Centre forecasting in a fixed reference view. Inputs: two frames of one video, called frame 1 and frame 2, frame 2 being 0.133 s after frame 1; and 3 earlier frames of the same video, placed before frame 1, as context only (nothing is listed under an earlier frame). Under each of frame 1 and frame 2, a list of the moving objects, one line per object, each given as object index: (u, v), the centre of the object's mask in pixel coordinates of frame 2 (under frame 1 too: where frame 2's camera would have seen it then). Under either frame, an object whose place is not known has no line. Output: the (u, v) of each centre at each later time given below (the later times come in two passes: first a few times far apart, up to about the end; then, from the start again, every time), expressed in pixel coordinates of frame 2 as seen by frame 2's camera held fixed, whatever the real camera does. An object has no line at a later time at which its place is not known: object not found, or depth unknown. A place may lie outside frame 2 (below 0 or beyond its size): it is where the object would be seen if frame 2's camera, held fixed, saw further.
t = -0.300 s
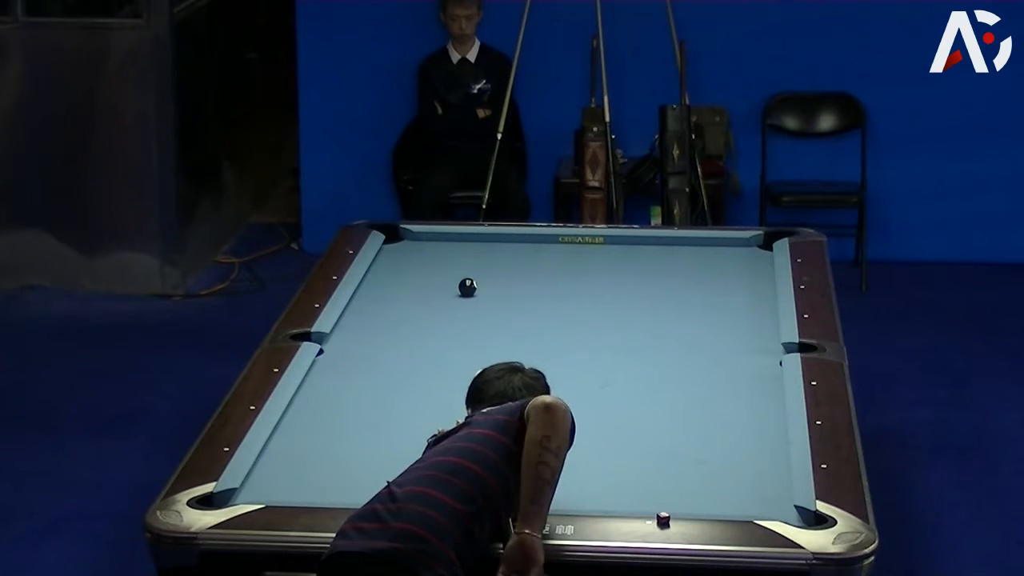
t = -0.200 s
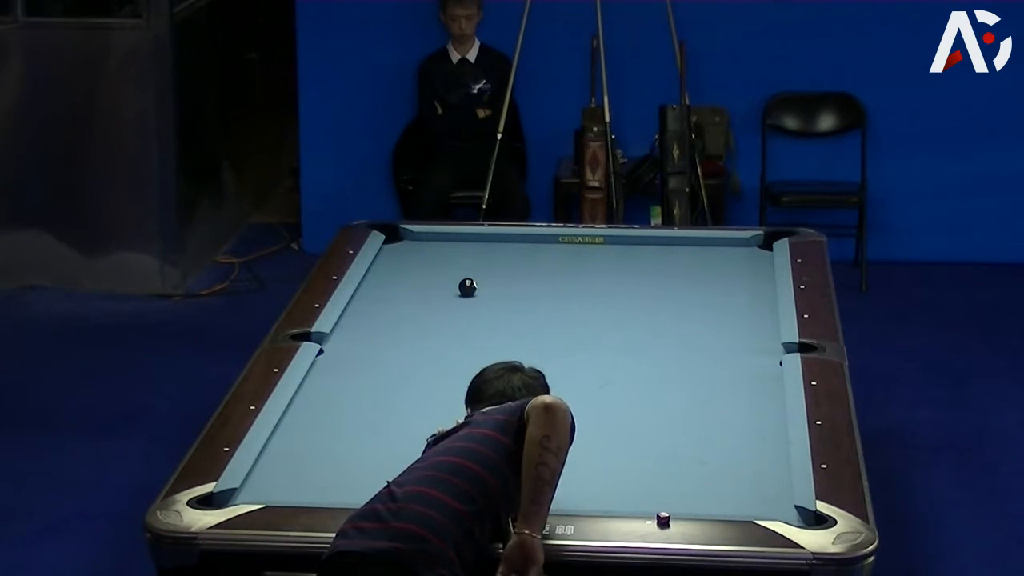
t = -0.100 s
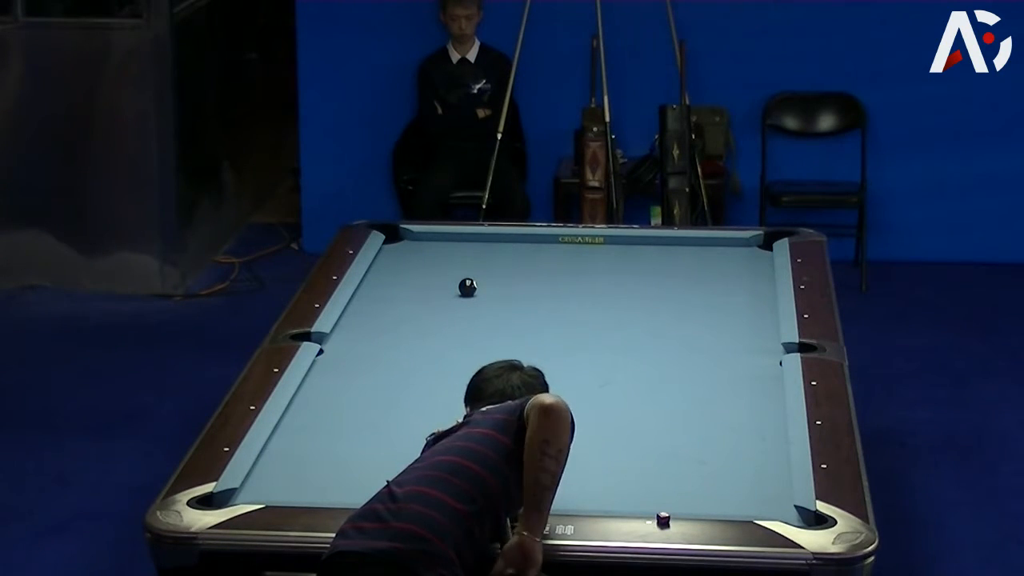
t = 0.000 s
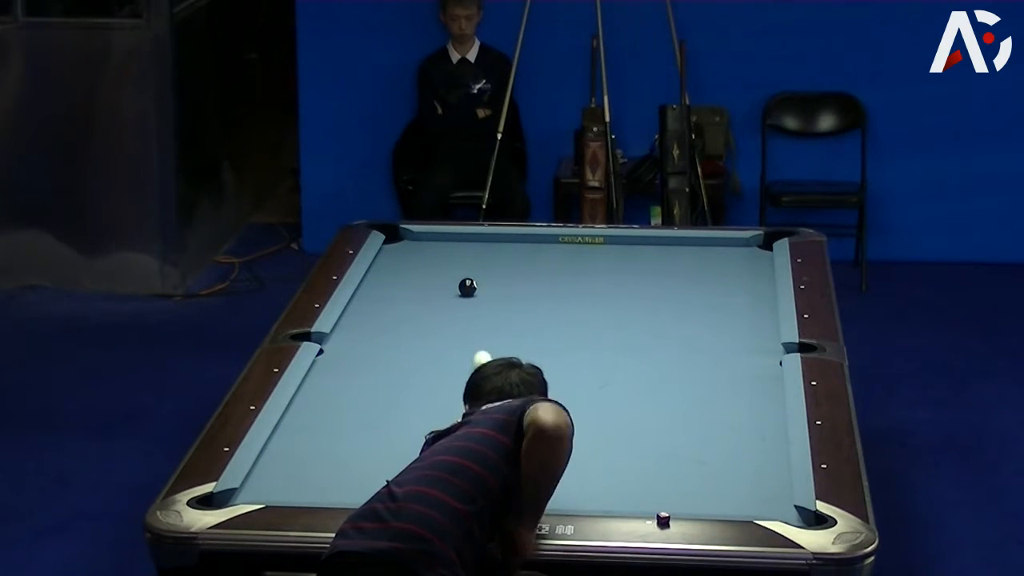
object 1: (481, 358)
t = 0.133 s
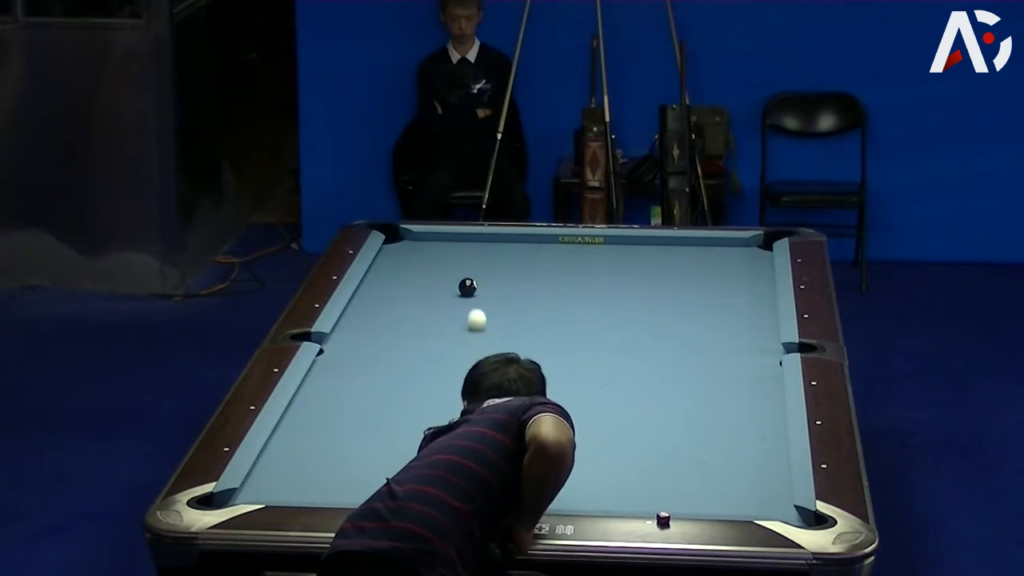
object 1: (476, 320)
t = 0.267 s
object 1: (481, 290)
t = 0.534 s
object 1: (535, 277)
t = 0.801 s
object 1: (576, 256)
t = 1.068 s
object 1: (612, 241)
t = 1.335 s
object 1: (638, 253)
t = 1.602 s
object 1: (663, 265)
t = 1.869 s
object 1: (689, 277)
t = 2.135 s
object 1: (715, 289)
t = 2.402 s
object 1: (741, 300)
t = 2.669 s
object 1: (767, 312)
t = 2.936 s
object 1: (755, 320)
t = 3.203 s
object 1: (743, 327)
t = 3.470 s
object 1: (730, 335)
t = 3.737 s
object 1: (719, 342)
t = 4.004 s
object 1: (707, 349)
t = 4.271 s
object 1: (696, 355)
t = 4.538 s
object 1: (686, 361)
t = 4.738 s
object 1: (679, 365)
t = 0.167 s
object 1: (475, 311)
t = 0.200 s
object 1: (474, 301)
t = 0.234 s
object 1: (473, 292)
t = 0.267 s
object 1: (481, 290)
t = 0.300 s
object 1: (489, 290)
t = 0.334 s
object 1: (496, 288)
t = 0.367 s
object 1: (503, 287)
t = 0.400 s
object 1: (510, 285)
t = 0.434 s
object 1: (517, 283)
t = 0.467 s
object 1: (523, 281)
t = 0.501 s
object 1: (529, 279)
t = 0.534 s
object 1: (535, 277)
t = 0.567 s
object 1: (541, 274)
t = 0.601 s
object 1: (546, 272)
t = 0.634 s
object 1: (551, 269)
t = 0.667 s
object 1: (556, 266)
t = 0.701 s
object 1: (561, 264)
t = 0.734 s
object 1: (566, 261)
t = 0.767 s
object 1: (571, 259)
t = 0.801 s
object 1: (576, 256)
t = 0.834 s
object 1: (581, 253)
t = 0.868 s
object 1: (586, 251)
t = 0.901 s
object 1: (591, 248)
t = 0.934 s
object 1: (596, 246)
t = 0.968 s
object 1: (600, 244)
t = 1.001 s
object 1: (605, 242)
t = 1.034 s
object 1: (609, 240)
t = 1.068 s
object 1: (612, 241)
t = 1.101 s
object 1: (615, 243)
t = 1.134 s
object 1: (619, 245)
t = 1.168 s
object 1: (622, 246)
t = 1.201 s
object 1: (625, 247)
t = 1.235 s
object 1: (628, 249)
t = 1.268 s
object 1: (631, 250)
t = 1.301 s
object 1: (634, 252)
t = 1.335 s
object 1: (638, 253)
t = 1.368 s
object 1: (641, 255)
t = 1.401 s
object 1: (644, 256)
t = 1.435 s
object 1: (647, 258)
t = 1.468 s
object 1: (650, 259)
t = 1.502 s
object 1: (653, 261)
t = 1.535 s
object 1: (657, 262)
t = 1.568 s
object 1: (660, 264)
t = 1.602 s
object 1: (663, 265)
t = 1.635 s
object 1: (667, 267)
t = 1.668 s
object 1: (670, 268)
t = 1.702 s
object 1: (673, 270)
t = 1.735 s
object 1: (676, 271)
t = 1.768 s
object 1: (679, 273)
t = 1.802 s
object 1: (682, 274)
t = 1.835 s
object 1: (686, 275)
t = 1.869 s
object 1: (689, 277)
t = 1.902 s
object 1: (692, 278)
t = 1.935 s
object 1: (696, 280)
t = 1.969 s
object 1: (699, 281)
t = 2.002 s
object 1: (702, 283)
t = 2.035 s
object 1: (705, 284)
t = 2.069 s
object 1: (708, 286)
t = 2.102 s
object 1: (712, 287)
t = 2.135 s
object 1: (715, 289)
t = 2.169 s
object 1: (718, 290)
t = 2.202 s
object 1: (721, 292)
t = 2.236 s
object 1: (724, 293)
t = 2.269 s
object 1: (728, 294)
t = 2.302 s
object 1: (731, 296)
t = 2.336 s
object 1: (734, 297)
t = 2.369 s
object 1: (738, 299)
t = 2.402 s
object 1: (741, 300)
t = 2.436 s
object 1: (744, 302)
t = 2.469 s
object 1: (747, 303)
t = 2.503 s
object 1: (750, 305)
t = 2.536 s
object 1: (754, 306)
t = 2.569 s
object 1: (757, 307)
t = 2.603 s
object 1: (760, 309)
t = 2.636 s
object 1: (763, 310)
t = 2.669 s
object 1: (767, 312)
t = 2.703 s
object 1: (767, 313)
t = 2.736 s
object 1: (765, 314)
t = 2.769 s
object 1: (764, 315)
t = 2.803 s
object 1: (762, 316)
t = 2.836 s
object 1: (760, 317)
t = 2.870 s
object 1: (759, 318)
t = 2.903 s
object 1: (757, 319)
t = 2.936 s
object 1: (755, 320)
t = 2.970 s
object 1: (754, 321)
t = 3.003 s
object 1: (752, 322)
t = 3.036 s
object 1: (751, 323)
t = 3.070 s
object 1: (749, 324)
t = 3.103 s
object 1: (747, 325)
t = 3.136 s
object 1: (746, 326)
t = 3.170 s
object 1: (744, 327)
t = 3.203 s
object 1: (743, 327)
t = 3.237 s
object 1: (741, 329)
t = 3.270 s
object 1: (739, 329)
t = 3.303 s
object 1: (738, 330)
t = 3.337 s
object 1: (736, 331)
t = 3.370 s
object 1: (735, 332)
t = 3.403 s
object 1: (733, 333)
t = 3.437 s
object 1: (732, 334)
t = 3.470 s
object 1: (730, 335)
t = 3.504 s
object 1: (729, 336)
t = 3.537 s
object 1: (727, 337)
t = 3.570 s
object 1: (726, 338)
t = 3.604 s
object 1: (724, 338)
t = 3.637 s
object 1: (723, 339)
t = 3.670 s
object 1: (721, 340)
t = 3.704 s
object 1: (720, 341)
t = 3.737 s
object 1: (719, 342)
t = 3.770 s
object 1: (717, 343)
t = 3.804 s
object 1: (716, 344)
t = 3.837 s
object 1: (714, 344)
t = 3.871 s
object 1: (713, 345)
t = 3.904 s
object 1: (711, 346)
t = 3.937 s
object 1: (710, 347)
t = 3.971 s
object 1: (709, 348)
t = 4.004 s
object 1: (707, 349)
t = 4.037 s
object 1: (706, 349)
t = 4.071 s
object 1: (704, 350)
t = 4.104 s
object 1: (703, 351)
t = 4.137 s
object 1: (702, 352)
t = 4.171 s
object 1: (701, 353)
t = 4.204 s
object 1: (699, 353)
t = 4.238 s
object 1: (698, 354)
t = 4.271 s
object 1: (696, 355)
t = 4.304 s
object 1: (695, 356)
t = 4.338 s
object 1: (694, 356)
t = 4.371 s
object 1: (692, 357)
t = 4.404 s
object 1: (691, 358)
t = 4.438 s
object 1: (690, 358)
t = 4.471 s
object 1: (689, 359)
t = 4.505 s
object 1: (687, 360)
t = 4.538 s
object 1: (686, 361)
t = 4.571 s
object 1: (685, 361)
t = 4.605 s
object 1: (683, 362)
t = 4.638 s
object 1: (683, 363)
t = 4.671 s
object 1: (681, 363)
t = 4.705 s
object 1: (680, 364)
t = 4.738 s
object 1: (679, 365)
